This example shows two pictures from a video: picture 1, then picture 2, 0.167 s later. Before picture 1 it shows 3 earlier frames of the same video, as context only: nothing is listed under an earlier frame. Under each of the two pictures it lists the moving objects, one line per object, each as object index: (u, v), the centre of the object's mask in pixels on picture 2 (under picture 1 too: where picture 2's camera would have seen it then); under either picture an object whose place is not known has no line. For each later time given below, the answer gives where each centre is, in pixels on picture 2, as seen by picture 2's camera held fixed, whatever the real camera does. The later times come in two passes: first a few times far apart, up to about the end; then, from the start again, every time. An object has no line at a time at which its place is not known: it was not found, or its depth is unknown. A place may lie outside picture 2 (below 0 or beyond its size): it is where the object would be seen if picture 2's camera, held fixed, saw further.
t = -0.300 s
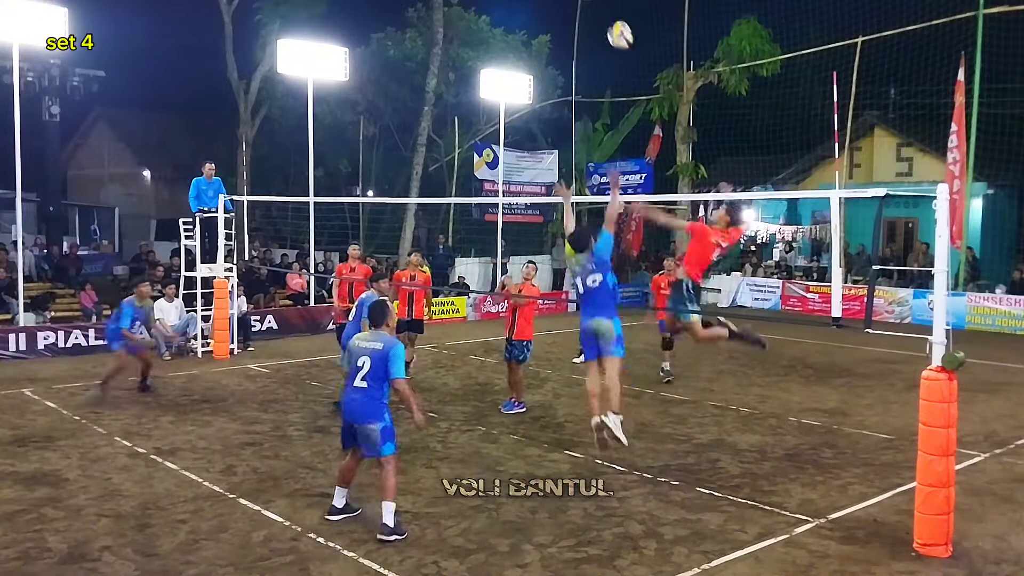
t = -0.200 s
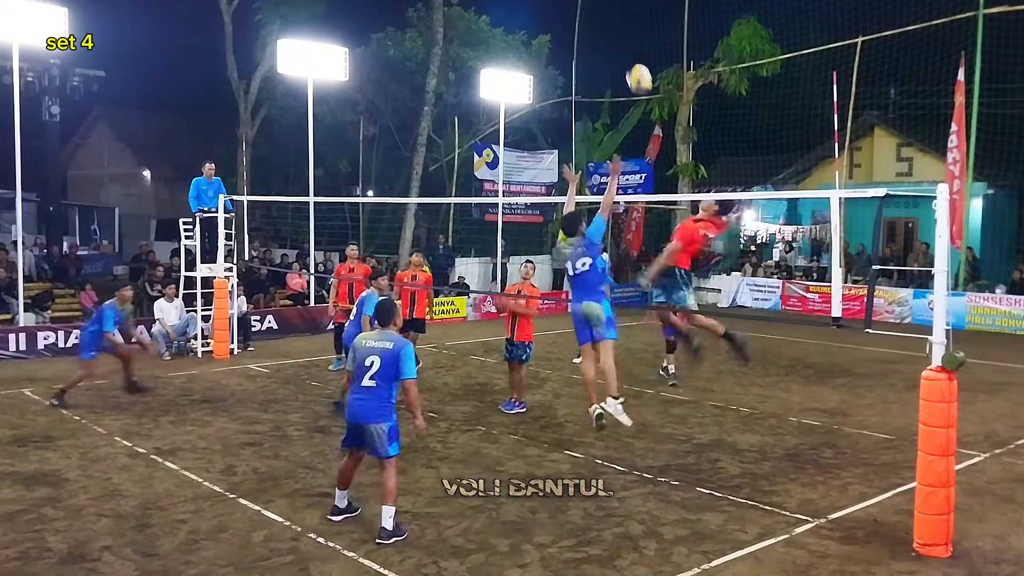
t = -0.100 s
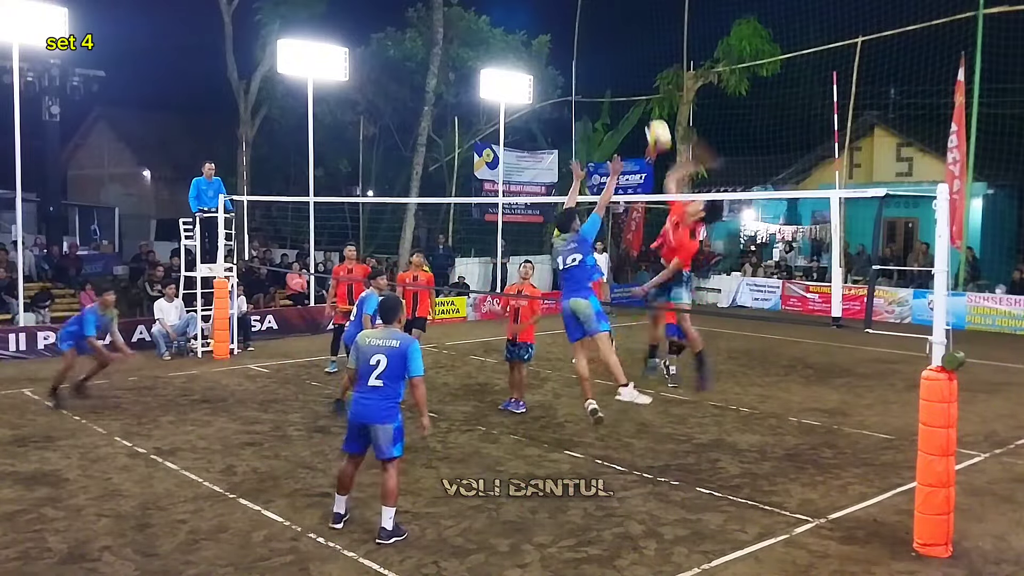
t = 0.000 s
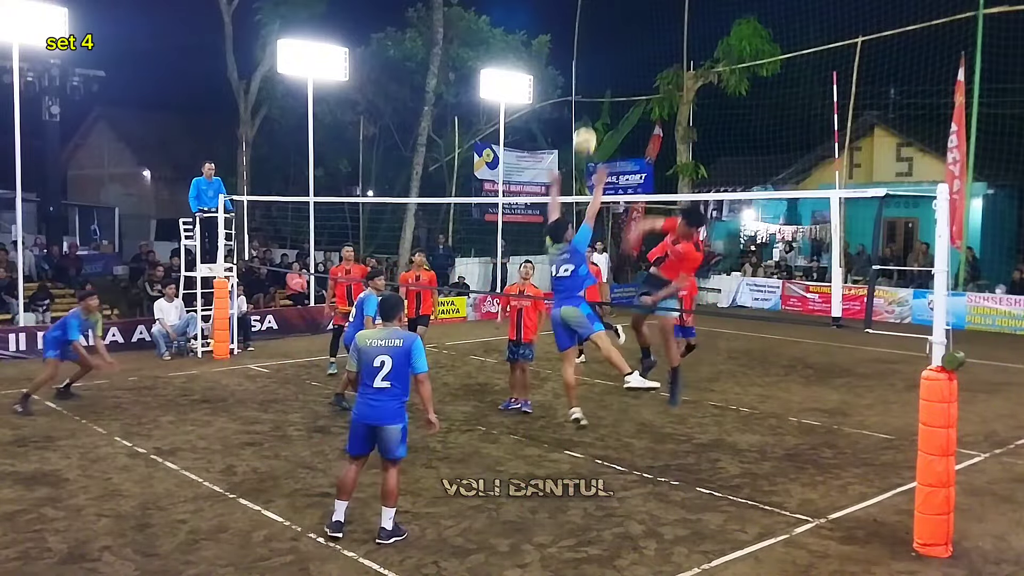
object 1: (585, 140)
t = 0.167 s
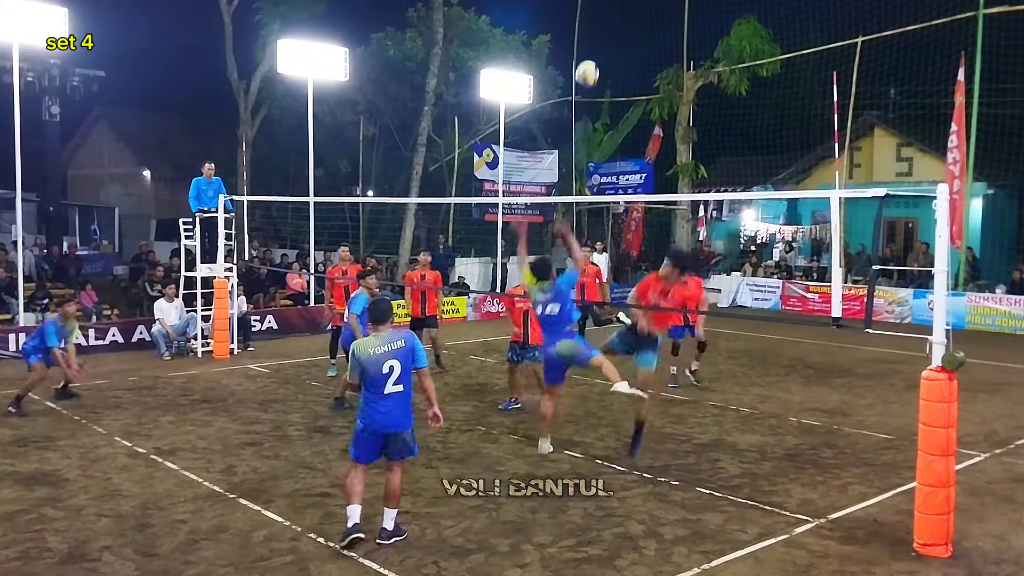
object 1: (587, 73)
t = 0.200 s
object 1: (588, 63)
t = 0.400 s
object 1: (588, 32)
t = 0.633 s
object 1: (587, 47)
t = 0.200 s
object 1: (588, 63)
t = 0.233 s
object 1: (588, 53)
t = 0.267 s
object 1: (588, 48)
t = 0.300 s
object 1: (588, 42)
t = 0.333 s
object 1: (588, 38)
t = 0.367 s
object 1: (588, 34)
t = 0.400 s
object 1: (588, 32)
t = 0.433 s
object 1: (588, 31)
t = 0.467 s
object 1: (588, 31)
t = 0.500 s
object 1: (588, 32)
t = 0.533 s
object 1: (588, 34)
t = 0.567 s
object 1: (588, 38)
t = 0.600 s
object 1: (588, 42)
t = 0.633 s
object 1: (587, 47)
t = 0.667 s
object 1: (587, 54)
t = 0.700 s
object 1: (586, 61)
